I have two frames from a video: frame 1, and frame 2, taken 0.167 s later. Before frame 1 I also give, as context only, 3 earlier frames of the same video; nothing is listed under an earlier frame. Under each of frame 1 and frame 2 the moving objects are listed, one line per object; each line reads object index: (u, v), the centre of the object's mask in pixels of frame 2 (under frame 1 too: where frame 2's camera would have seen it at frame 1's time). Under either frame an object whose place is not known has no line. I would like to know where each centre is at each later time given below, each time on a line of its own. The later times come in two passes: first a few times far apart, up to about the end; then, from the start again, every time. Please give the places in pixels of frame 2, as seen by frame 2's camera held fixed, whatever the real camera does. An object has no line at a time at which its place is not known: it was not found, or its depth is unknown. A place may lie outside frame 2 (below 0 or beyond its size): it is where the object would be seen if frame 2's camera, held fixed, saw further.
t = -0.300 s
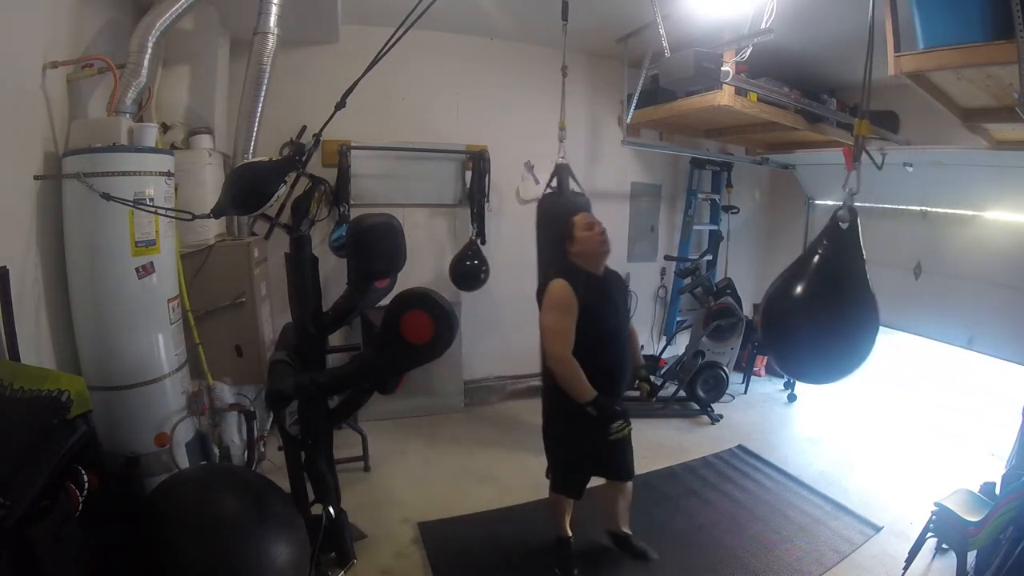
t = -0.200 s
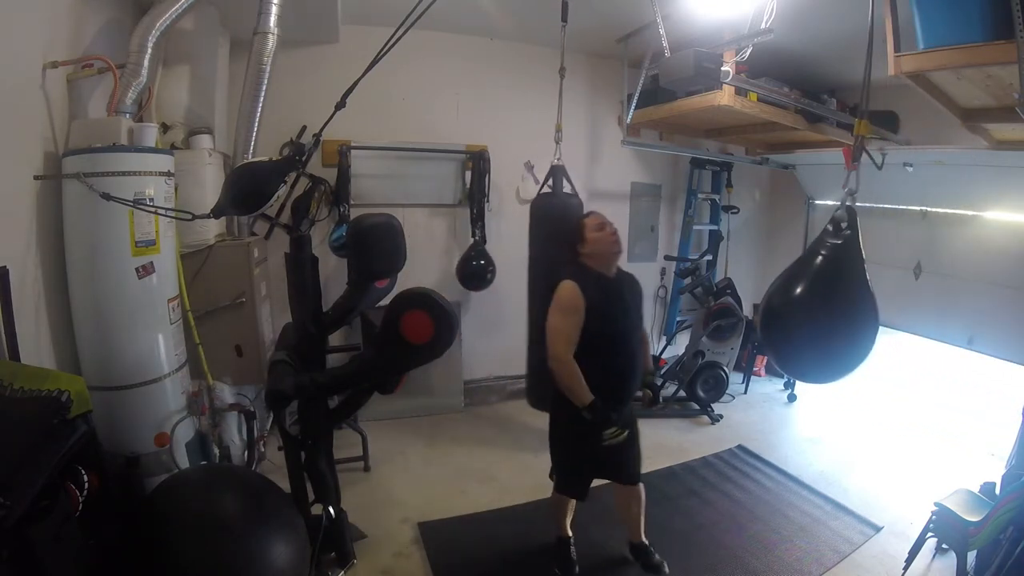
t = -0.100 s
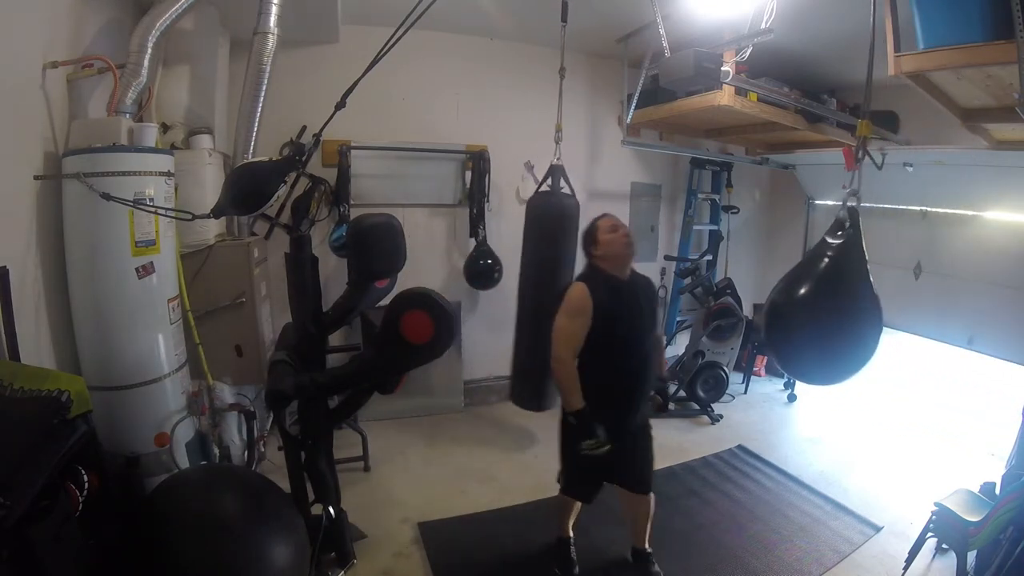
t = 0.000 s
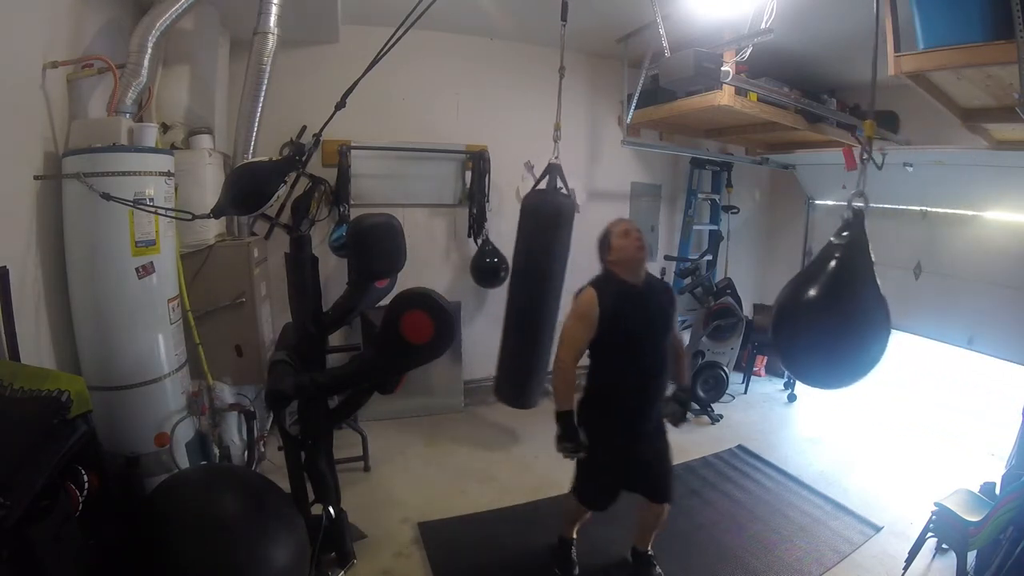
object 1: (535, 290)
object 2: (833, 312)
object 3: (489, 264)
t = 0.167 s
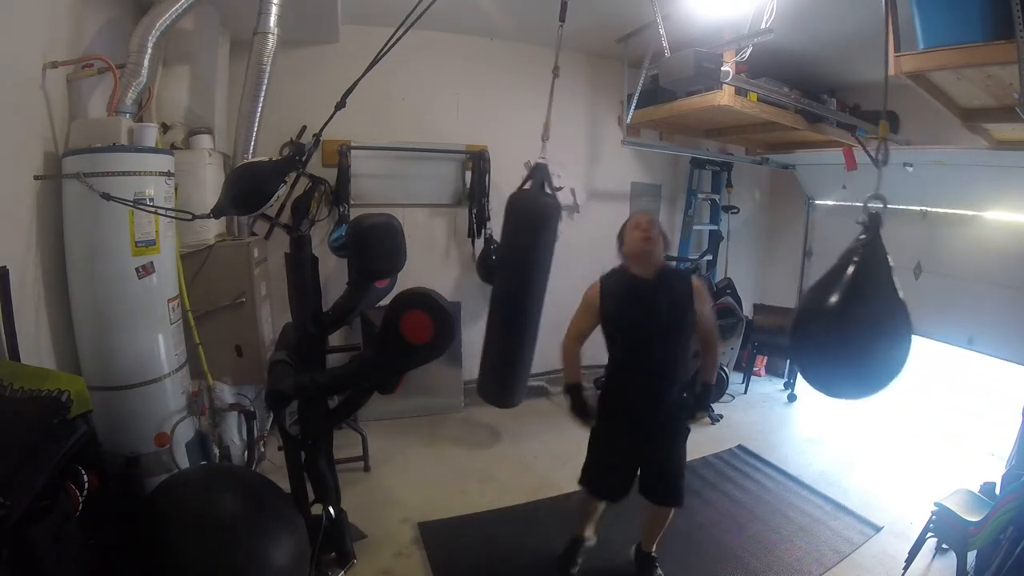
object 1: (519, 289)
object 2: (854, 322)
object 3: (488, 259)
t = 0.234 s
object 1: (514, 288)
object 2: (864, 326)
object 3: (486, 257)
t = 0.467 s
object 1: (503, 292)
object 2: (906, 338)
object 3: (479, 262)
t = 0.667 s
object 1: (507, 295)
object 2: (943, 345)
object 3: (474, 264)
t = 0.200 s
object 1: (516, 289)
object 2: (858, 324)
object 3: (487, 258)
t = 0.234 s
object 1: (514, 288)
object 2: (864, 326)
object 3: (486, 257)
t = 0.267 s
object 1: (511, 288)
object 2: (869, 329)
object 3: (483, 257)
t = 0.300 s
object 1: (509, 288)
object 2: (874, 331)
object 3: (483, 257)
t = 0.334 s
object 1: (507, 288)
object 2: (880, 332)
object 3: (481, 263)
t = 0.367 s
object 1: (505, 288)
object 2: (887, 333)
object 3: (481, 262)
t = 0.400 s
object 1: (504, 290)
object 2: (894, 335)
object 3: (480, 260)
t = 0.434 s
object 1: (503, 291)
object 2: (900, 337)
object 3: (479, 261)
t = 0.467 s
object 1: (503, 292)
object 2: (906, 338)
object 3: (479, 262)
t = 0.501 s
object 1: (503, 293)
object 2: (913, 339)
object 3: (475, 264)
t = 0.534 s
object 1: (503, 293)
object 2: (919, 341)
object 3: (477, 262)
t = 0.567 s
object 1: (504, 294)
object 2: (925, 342)
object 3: (477, 262)
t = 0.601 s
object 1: (505, 294)
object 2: (931, 344)
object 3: (476, 262)
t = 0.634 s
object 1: (506, 295)
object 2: (937, 345)
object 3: (475, 263)
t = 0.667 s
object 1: (507, 295)
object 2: (943, 345)
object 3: (474, 264)
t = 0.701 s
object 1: (508, 296)
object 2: (948, 346)
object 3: (472, 266)
